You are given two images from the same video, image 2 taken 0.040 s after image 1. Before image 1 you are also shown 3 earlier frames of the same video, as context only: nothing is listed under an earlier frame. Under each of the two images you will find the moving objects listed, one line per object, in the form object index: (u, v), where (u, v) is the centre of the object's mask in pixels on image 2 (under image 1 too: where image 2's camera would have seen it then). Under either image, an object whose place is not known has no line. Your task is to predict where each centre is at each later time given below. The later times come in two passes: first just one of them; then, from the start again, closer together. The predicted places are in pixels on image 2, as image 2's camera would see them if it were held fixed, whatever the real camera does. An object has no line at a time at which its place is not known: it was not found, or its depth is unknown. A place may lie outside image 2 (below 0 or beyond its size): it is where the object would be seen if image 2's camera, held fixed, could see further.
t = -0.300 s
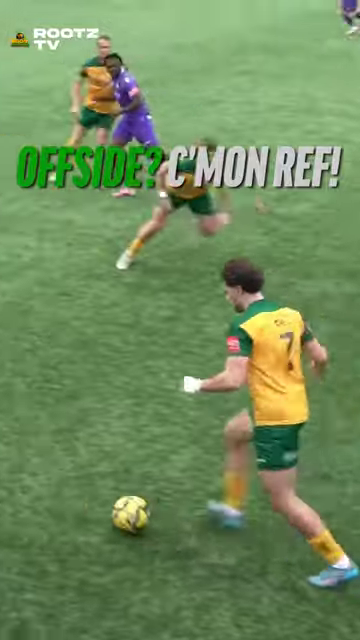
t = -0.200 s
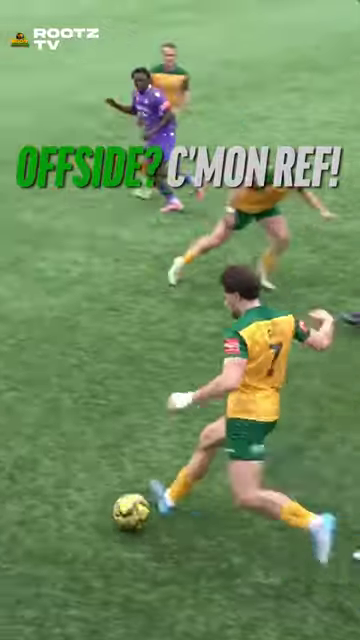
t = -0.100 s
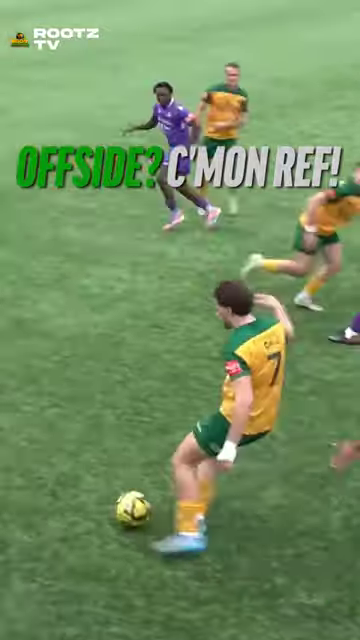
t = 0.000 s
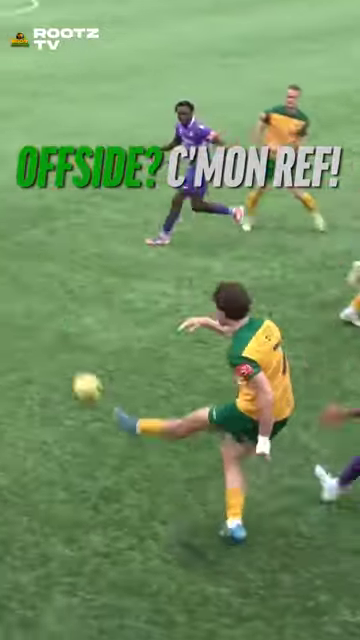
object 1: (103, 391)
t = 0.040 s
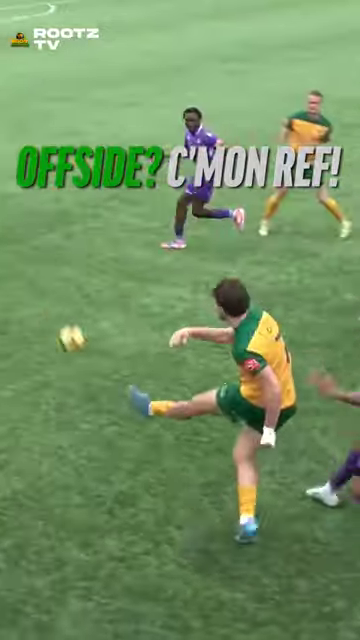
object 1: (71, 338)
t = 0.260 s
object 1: (-28, 175)
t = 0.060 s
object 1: (58, 317)
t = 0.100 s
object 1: (35, 277)
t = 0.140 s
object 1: (16, 244)
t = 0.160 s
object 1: (8, 230)
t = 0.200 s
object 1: (-8, 205)
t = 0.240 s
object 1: (-21, 184)
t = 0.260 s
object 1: (-28, 175)
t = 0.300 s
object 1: (-38, 161)
